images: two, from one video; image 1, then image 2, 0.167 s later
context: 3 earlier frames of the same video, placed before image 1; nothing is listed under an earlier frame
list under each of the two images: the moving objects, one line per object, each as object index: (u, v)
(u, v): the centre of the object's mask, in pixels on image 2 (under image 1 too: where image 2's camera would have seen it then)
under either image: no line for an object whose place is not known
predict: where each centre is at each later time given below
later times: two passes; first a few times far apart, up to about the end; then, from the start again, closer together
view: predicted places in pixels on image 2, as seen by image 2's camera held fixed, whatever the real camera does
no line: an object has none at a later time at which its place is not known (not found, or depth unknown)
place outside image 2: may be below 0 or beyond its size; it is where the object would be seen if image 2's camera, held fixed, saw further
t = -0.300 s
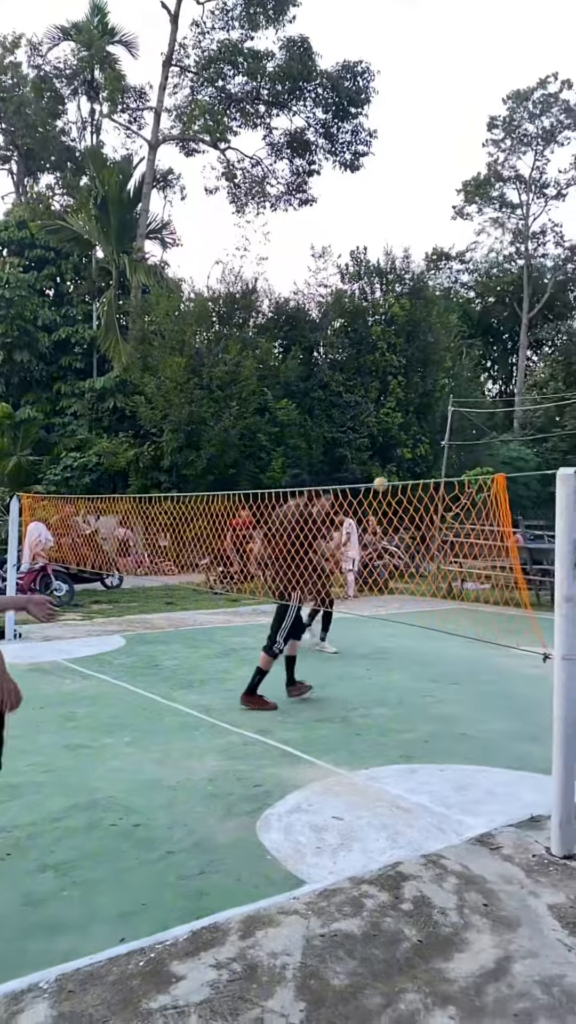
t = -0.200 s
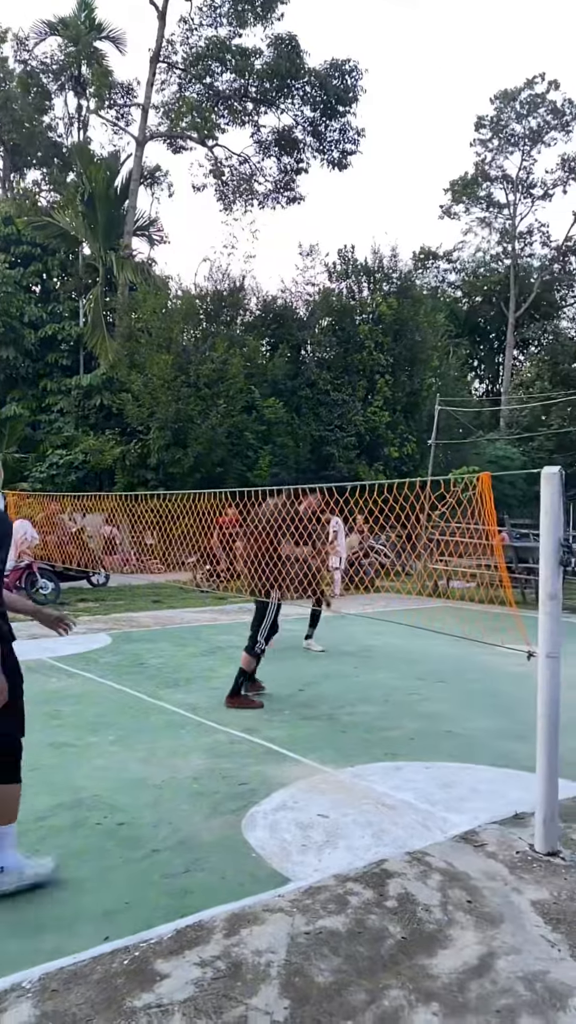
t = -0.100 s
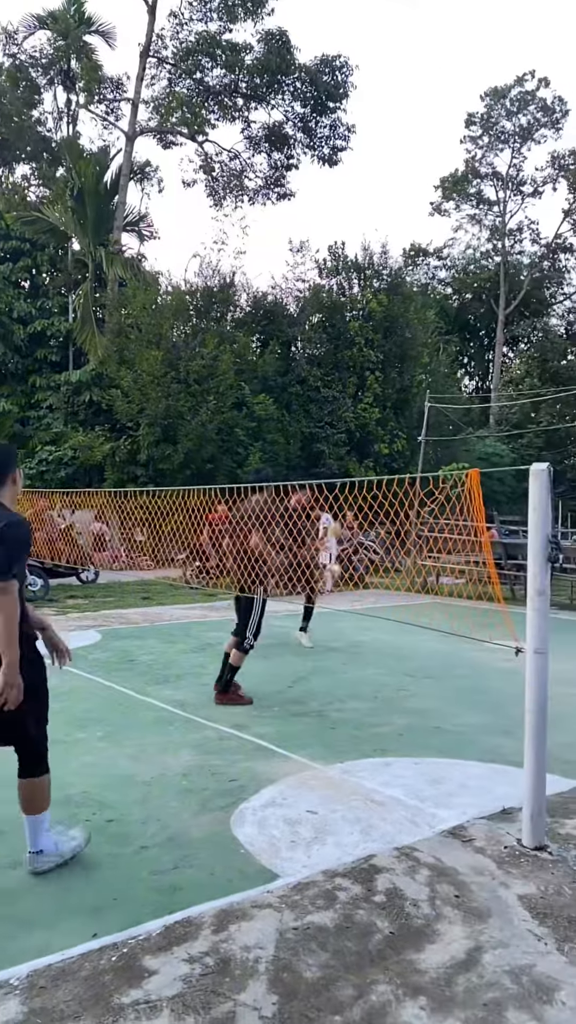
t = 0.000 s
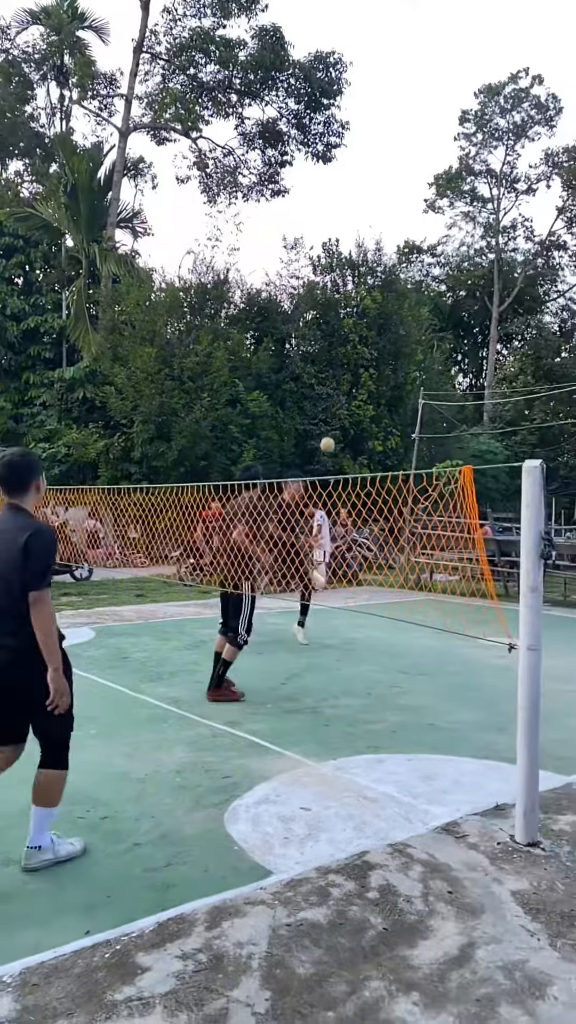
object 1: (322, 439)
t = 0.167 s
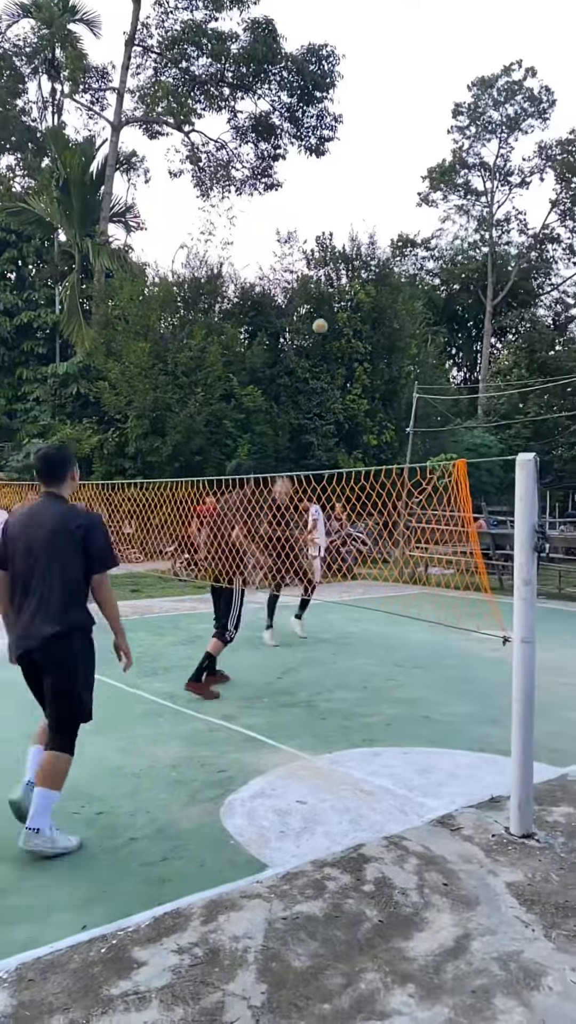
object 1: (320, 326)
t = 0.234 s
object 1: (319, 290)
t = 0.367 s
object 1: (317, 229)
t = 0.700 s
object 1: (312, 159)
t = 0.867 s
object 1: (310, 167)
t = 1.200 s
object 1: (304, 272)
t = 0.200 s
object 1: (319, 307)
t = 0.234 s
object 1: (319, 290)
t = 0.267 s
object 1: (318, 271)
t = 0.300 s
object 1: (318, 257)
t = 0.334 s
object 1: (318, 243)
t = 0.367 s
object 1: (317, 229)
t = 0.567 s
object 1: (314, 173)
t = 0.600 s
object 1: (314, 168)
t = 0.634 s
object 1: (313, 163)
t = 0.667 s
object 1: (312, 161)
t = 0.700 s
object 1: (312, 159)
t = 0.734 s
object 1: (312, 159)
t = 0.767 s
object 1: (311, 159)
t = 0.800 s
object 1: (311, 161)
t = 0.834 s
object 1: (310, 163)
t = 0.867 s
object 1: (310, 167)
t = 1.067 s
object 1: (307, 216)
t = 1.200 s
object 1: (304, 272)
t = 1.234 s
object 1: (303, 287)
